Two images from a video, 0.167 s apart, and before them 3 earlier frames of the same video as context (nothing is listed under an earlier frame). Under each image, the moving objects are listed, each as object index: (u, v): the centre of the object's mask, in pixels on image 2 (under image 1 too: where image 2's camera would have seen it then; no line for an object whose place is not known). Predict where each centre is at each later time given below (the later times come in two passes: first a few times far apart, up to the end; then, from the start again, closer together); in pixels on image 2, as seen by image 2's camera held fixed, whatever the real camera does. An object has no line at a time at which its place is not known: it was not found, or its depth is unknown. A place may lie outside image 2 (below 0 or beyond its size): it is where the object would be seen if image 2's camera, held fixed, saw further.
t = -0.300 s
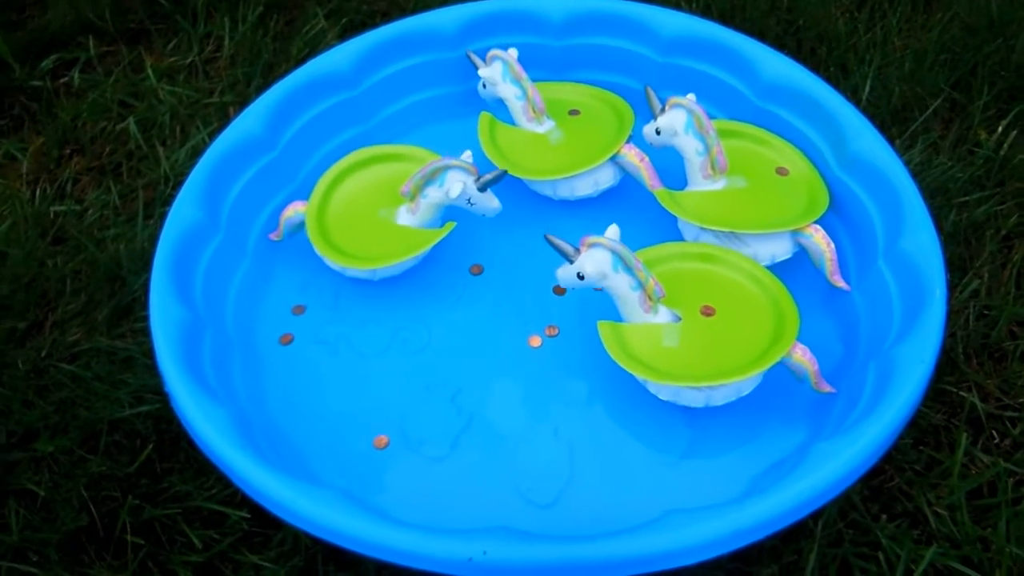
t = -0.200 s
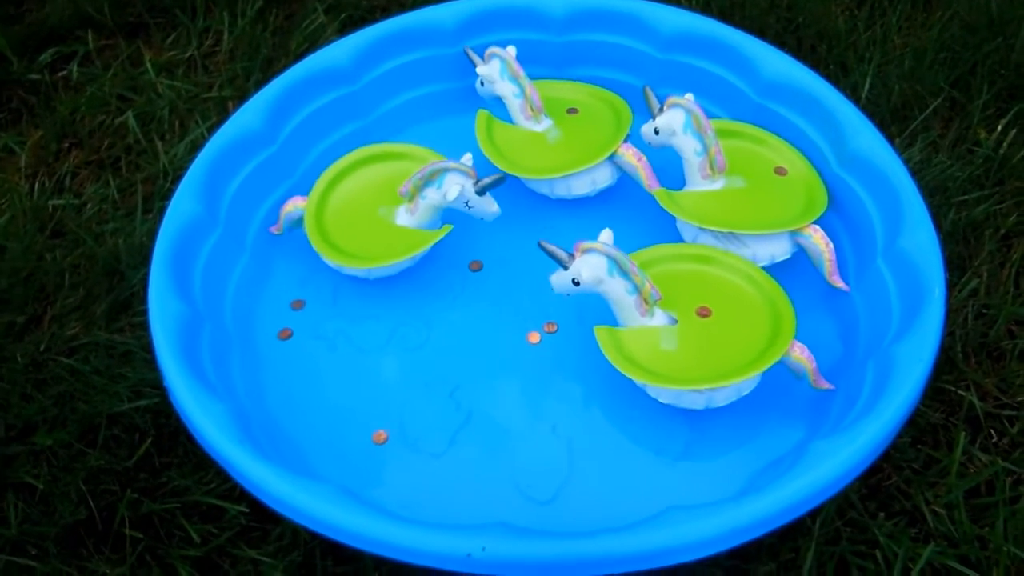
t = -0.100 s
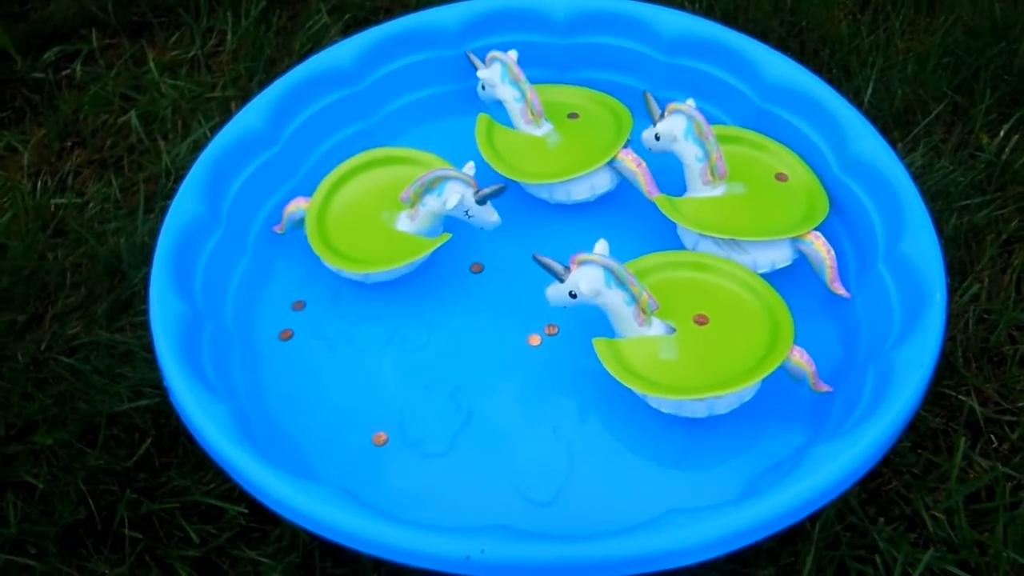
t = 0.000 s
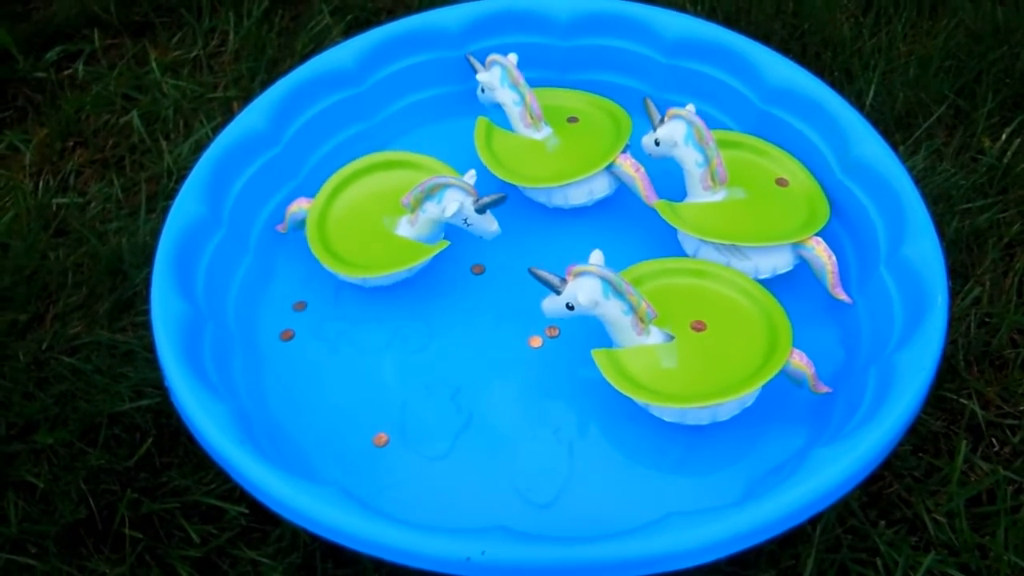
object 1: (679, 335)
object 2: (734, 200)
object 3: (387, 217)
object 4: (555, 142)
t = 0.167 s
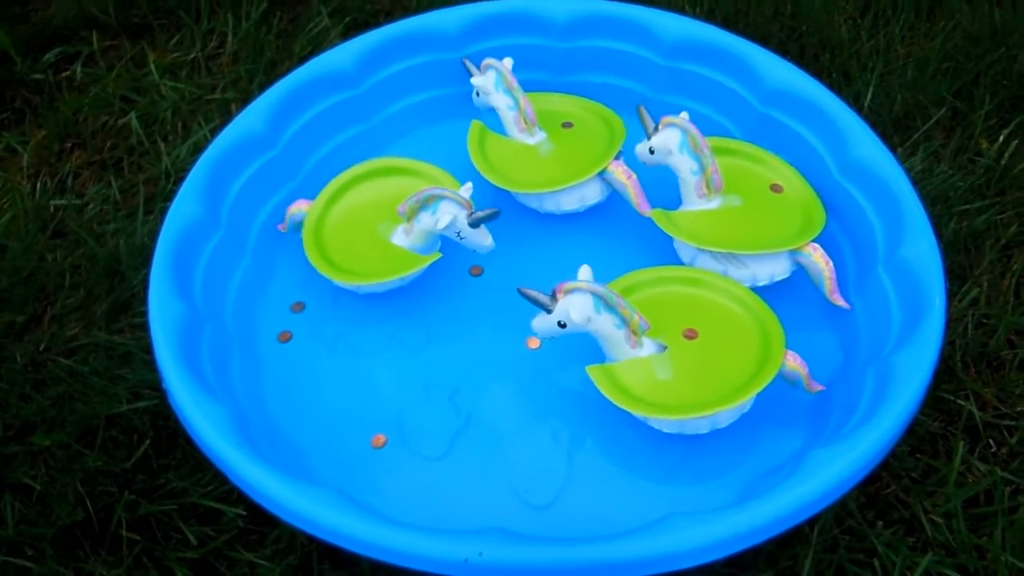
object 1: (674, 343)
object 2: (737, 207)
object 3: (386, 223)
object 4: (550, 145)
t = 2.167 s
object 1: (632, 433)
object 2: (674, 284)
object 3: (366, 280)
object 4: (478, 177)
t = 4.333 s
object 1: (623, 434)
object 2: (659, 280)
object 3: (365, 301)
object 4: (465, 185)
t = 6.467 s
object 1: (654, 423)
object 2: (686, 271)
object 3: (375, 290)
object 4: (490, 178)
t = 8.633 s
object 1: (742, 380)
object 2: (694, 228)
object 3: (372, 275)
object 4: (493, 154)
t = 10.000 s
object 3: (367, 273)
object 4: (480, 139)
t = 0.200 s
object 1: (673, 345)
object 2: (732, 207)
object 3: (387, 224)
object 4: (549, 146)
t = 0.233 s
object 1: (671, 346)
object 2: (730, 208)
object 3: (386, 225)
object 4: (548, 147)
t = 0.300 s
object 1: (669, 350)
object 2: (733, 212)
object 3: (386, 228)
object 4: (545, 148)
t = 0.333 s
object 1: (668, 351)
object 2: (728, 213)
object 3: (385, 229)
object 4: (544, 149)
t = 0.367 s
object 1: (668, 353)
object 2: (732, 215)
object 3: (386, 230)
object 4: (543, 150)
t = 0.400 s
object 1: (666, 355)
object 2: (732, 217)
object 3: (385, 231)
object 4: (542, 151)
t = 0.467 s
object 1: (664, 358)
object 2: (724, 219)
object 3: (384, 234)
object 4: (539, 152)
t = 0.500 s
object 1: (663, 360)
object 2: (729, 221)
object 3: (384, 235)
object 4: (537, 153)
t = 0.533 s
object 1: (661, 362)
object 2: (727, 223)
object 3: (382, 236)
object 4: (535, 154)
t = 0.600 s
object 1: (660, 365)
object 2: (726, 226)
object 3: (382, 238)
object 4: (533, 155)
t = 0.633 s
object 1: (659, 367)
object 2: (725, 227)
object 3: (382, 239)
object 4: (532, 156)
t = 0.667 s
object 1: (658, 369)
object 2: (724, 229)
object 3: (382, 240)
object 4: (530, 156)
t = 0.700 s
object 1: (657, 371)
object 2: (723, 231)
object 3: (381, 242)
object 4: (529, 157)
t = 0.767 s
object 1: (656, 374)
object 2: (722, 234)
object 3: (381, 244)
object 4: (527, 159)
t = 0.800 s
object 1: (655, 376)
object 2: (720, 236)
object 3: (380, 244)
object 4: (524, 159)
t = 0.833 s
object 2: (719, 237)
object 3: (379, 246)
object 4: (522, 161)
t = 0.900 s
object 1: (654, 381)
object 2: (717, 240)
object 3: (379, 248)
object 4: (521, 161)
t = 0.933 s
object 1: (653, 382)
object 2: (716, 243)
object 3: (379, 249)
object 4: (520, 163)
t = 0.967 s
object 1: (653, 384)
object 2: (715, 244)
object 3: (378, 250)
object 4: (518, 163)
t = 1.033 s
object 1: (651, 387)
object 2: (713, 246)
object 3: (378, 252)
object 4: (515, 163)
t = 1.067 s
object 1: (651, 389)
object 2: (712, 248)
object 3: (377, 253)
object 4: (514, 164)
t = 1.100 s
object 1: (650, 391)
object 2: (711, 250)
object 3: (377, 254)
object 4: (513, 165)
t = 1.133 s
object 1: (650, 392)
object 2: (710, 251)
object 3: (377, 255)
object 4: (513, 166)
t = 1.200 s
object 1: (648, 395)
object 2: (708, 254)
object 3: (376, 257)
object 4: (510, 167)
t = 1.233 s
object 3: (375, 258)
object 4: (507, 167)
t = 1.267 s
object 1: (647, 399)
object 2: (704, 257)
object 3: (375, 258)
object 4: (506, 167)
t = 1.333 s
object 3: (374, 261)
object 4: (503, 168)
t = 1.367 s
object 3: (374, 261)
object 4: (502, 168)
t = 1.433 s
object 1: (644, 407)
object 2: (699, 265)
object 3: (374, 264)
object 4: (501, 170)
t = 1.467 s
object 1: (644, 409)
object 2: (699, 266)
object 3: (374, 264)
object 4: (500, 170)
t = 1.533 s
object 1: (642, 413)
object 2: (695, 270)
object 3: (373, 267)
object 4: (497, 172)
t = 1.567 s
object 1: (642, 415)
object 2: (694, 271)
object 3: (373, 267)
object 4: (496, 172)
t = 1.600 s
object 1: (641, 416)
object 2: (693, 273)
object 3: (372, 268)
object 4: (495, 172)
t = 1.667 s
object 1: (639, 420)
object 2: (691, 276)
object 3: (371, 270)
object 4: (492, 173)
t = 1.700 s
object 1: (639, 421)
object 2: (690, 277)
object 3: (371, 271)
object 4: (492, 174)
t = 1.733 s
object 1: (639, 423)
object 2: (689, 278)
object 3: (371, 272)
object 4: (491, 174)
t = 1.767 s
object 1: (638, 424)
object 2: (689, 279)
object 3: (371, 272)
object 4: (491, 174)
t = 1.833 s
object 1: (637, 427)
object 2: (685, 281)
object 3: (369, 274)
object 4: (487, 175)
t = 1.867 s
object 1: (637, 429)
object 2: (684, 281)
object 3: (369, 274)
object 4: (487, 175)
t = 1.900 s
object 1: (636, 430)
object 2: (683, 282)
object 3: (369, 275)
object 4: (486, 176)
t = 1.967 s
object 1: (635, 431)
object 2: (681, 283)
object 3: (368, 276)
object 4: (484, 176)
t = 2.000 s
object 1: (634, 432)
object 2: (679, 284)
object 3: (367, 277)
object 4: (483, 176)
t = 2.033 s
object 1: (633, 432)
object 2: (677, 284)
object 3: (367, 278)
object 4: (481, 177)
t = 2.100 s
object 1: (633, 432)
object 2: (676, 284)
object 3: (366, 279)
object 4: (480, 177)
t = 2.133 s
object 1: (632, 433)
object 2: (675, 284)
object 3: (366, 279)
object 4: (479, 177)
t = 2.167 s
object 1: (632, 433)
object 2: (674, 284)
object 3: (366, 280)
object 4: (478, 177)
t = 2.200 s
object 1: (631, 433)
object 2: (672, 283)
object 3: (365, 280)
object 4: (477, 178)
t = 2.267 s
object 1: (630, 433)
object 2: (671, 283)
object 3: (365, 282)
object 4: (476, 178)
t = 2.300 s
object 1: (630, 433)
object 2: (670, 283)
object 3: (365, 282)
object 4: (476, 178)
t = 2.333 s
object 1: (629, 433)
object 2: (669, 282)
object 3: (365, 283)
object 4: (474, 179)
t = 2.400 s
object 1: (629, 432)
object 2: (667, 281)
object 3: (365, 283)
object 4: (473, 179)
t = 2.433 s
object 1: (628, 433)
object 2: (667, 281)
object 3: (364, 284)
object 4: (472, 179)
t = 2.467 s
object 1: (627, 432)
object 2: (665, 281)
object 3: (364, 284)
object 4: (471, 179)
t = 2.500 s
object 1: (627, 432)
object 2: (665, 281)
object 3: (364, 284)
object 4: (470, 179)
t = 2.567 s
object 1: (627, 432)
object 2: (664, 280)
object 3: (364, 285)
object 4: (470, 179)
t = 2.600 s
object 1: (626, 432)
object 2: (663, 280)
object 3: (363, 285)
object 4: (469, 179)
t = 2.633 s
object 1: (626, 432)
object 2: (662, 279)
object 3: (363, 286)
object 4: (468, 179)
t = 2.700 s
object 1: (625, 432)
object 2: (661, 279)
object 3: (363, 286)
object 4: (468, 180)
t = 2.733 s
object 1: (625, 432)
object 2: (661, 278)
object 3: (363, 287)
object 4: (467, 180)
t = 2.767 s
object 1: (625, 432)
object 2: (660, 278)
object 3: (363, 287)
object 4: (467, 180)
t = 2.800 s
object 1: (625, 432)
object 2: (660, 278)
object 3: (363, 287)
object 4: (467, 180)
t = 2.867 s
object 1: (624, 432)
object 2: (659, 277)
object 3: (363, 288)
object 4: (466, 180)
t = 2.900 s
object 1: (624, 432)
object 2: (658, 277)
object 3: (363, 288)
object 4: (466, 180)
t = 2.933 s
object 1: (624, 432)
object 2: (658, 277)
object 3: (362, 288)
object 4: (465, 180)
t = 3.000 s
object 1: (624, 433)
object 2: (658, 276)
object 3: (363, 289)
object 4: (465, 180)
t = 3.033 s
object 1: (623, 433)
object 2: (658, 276)
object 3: (363, 290)
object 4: (465, 181)
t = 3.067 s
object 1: (623, 432)
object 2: (657, 276)
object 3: (362, 290)
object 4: (464, 181)
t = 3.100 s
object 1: (623, 433)
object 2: (657, 276)
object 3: (362, 290)
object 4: (464, 181)
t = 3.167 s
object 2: (656, 275)
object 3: (362, 291)
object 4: (464, 181)
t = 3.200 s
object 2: (656, 275)
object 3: (363, 292)
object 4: (464, 181)
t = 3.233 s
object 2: (656, 275)
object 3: (362, 292)
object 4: (463, 182)
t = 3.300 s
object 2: (655, 275)
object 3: (362, 292)
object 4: (463, 182)
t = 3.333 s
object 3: (362, 292)
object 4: (463, 182)
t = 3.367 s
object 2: (655, 274)
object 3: (362, 293)
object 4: (463, 182)
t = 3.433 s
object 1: (623, 434)
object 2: (655, 274)
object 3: (363, 293)
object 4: (463, 182)
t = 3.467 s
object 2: (655, 274)
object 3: (363, 294)
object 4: (463, 183)
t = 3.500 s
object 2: (655, 274)
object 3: (363, 295)
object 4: (463, 183)
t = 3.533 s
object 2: (655, 274)
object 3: (363, 295)
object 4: (463, 183)
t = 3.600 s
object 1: (623, 434)
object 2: (655, 275)
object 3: (364, 296)
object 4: (463, 183)
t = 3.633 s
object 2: (655, 274)
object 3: (364, 297)
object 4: (463, 183)
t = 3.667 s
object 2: (655, 275)
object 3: (363, 297)
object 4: (463, 183)
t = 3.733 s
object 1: (622, 434)
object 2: (655, 275)
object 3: (364, 297)
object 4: (463, 183)
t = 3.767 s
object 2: (655, 275)
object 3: (364, 298)
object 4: (463, 183)
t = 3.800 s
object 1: (622, 434)
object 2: (655, 275)
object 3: (364, 298)
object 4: (463, 183)
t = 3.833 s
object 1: (622, 434)
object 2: (656, 275)
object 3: (364, 298)
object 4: (463, 183)
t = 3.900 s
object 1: (623, 434)
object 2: (656, 275)
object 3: (365, 299)
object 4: (463, 183)
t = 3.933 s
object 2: (656, 275)
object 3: (365, 300)
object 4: (463, 183)
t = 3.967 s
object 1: (623, 434)
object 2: (656, 276)
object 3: (365, 300)
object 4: (464, 183)
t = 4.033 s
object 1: (623, 434)
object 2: (657, 276)
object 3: (365, 300)
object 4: (464, 184)
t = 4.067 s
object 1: (623, 434)
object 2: (657, 277)
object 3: (365, 300)
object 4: (464, 184)
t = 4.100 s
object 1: (623, 434)
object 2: (657, 277)
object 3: (365, 300)
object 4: (464, 184)
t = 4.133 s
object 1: (623, 434)
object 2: (658, 277)
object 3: (365, 300)
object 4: (465, 184)
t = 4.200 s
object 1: (623, 434)
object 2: (658, 278)
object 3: (365, 301)
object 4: (465, 184)
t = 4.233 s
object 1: (623, 434)
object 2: (659, 278)
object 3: (365, 301)
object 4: (465, 184)
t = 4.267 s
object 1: (623, 434)
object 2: (659, 279)
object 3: (365, 301)
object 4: (465, 185)
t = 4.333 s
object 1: (623, 434)
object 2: (659, 280)
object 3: (365, 301)
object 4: (465, 185)
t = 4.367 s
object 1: (623, 434)
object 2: (660, 280)
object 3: (366, 301)
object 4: (465, 185)
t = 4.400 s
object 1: (623, 435)
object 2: (661, 280)
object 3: (366, 301)
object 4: (466, 185)
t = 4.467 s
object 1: (623, 435)
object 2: (661, 281)
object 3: (366, 301)
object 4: (466, 185)
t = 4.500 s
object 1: (624, 435)
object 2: (662, 282)
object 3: (366, 301)
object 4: (466, 185)
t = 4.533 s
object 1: (624, 435)
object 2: (662, 282)
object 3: (368, 299)
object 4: (466, 185)
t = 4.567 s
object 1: (623, 435)
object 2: (663, 283)
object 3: (366, 301)
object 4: (466, 185)
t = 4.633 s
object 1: (623, 435)
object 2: (663, 284)
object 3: (365, 301)
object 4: (466, 185)
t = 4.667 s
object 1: (624, 435)
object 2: (664, 284)
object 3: (365, 301)
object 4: (466, 185)
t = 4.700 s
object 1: (624, 435)
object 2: (664, 284)
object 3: (366, 301)
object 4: (467, 185)
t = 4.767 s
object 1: (624, 435)
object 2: (665, 284)
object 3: (365, 301)
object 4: (467, 185)
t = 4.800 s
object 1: (625, 435)
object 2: (666, 284)
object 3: (366, 301)
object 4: (468, 185)
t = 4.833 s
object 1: (625, 435)
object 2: (666, 284)
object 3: (366, 301)
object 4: (468, 185)
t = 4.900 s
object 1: (626, 435)
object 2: (667, 284)
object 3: (366, 301)
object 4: (468, 185)
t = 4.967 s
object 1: (626, 434)
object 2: (668, 284)
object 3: (366, 301)
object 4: (469, 185)
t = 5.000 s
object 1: (627, 434)
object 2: (669, 284)
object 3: (366, 301)
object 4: (469, 185)
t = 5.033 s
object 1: (627, 434)
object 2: (670, 284)
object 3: (369, 299)
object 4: (470, 184)
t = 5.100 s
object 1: (628, 434)
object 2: (670, 284)
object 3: (367, 300)
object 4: (470, 184)
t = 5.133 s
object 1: (628, 434)
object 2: (671, 284)
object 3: (367, 300)
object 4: (471, 184)
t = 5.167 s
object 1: (629, 434)
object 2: (672, 284)
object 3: (367, 300)
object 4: (471, 184)
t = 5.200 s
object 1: (629, 433)
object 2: (672, 284)
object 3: (367, 300)
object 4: (472, 184)
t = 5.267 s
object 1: (629, 433)
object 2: (673, 283)
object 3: (367, 300)
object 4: (472, 184)
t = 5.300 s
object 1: (630, 433)
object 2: (674, 283)
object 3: (369, 298)
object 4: (473, 184)
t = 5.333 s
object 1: (630, 433)
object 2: (675, 283)
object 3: (370, 298)
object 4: (474, 184)
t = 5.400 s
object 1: (631, 433)
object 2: (676, 283)
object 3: (368, 299)
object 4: (474, 183)
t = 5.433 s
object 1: (631, 432)
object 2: (676, 283)
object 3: (369, 299)
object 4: (475, 183)
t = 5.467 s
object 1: (632, 432)
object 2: (677, 282)
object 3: (369, 298)
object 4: (475, 183)
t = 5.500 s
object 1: (632, 432)
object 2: (677, 282)
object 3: (369, 298)
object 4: (476, 183)
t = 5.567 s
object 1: (633, 432)
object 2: (678, 282)
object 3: (370, 298)
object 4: (476, 183)
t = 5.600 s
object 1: (633, 432)
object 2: (679, 281)
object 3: (370, 297)
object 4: (477, 182)
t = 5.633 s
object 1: (634, 431)
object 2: (679, 281)
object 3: (370, 297)
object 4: (478, 182)
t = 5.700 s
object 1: (635, 431)
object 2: (680, 281)
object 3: (370, 297)
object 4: (479, 182)
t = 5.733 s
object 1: (635, 431)
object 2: (680, 281)
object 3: (370, 296)
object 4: (479, 182)
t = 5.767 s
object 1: (635, 431)
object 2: (680, 280)
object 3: (370, 296)
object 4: (479, 182)
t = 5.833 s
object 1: (636, 430)
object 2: (681, 279)
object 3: (371, 295)
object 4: (481, 182)
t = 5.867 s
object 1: (637, 430)
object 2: (682, 279)
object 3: (371, 295)
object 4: (481, 182)
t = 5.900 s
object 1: (638, 430)
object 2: (682, 279)
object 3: (372, 295)
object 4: (483, 182)
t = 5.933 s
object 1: (638, 429)
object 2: (682, 278)
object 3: (371, 295)
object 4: (483, 181)
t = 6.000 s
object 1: (639, 429)
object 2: (683, 278)
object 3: (372, 294)
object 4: (484, 181)
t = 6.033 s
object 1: (639, 429)
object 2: (682, 277)
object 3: (372, 294)
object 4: (483, 181)
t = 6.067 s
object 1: (640, 429)
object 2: (683, 277)
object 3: (372, 293)
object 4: (484, 181)
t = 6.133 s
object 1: (641, 428)
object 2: (683, 276)
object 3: (372, 293)
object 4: (485, 181)
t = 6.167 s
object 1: (642, 428)
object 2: (683, 276)
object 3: (372, 292)
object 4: (486, 180)
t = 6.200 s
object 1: (644, 428)
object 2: (684, 275)
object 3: (373, 292)
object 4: (486, 180)
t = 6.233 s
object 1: (645, 428)
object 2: (685, 274)
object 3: (374, 292)
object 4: (487, 179)
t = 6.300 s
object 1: (646, 427)
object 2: (685, 274)
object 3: (374, 291)
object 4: (488, 179)
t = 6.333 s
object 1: (647, 426)
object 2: (686, 273)
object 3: (374, 291)
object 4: (489, 179)
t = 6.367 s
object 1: (648, 425)
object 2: (685, 273)
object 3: (374, 291)
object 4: (489, 179)
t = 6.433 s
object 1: (652, 424)
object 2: (686, 272)
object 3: (375, 290)
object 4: (490, 178)
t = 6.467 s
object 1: (654, 423)
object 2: (686, 271)
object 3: (375, 290)
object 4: (490, 178)
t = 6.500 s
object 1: (656, 422)
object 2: (686, 271)
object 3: (375, 289)
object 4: (490, 178)
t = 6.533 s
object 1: (659, 422)
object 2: (687, 270)
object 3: (375, 289)
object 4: (490, 177)
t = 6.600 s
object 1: (663, 420)
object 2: (687, 270)
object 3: (375, 289)
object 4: (491, 177)
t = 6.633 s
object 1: (666, 420)
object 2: (688, 269)
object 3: (375, 289)
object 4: (491, 177)
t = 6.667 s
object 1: (668, 420)
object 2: (688, 268)
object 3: (375, 288)
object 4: (491, 176)
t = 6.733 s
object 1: (672, 419)
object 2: (689, 267)
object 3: (375, 287)
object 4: (492, 176)
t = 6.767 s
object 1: (674, 418)
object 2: (689, 267)
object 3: (375, 287)
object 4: (492, 176)
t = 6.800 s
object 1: (676, 419)
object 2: (690, 266)
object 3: (375, 287)
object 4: (492, 175)
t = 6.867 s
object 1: (680, 418)
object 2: (690, 265)
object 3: (375, 287)
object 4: (492, 175)
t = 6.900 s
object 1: (682, 417)
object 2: (690, 265)
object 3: (375, 286)
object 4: (492, 175)
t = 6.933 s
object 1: (683, 417)
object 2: (689, 264)
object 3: (374, 286)
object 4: (491, 175)
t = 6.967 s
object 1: (686, 417)
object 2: (691, 263)
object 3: (375, 286)
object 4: (493, 174)
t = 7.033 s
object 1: (690, 416)
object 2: (689, 262)
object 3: (374, 285)
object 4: (491, 174)
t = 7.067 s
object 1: (693, 416)
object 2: (690, 261)
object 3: (375, 285)
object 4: (492, 173)
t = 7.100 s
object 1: (694, 415)
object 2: (690, 260)
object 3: (375, 285)
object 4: (492, 173)
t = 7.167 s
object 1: (698, 414)
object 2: (690, 258)
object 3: (376, 284)
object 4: (493, 172)
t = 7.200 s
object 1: (699, 413)
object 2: (690, 258)
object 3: (376, 284)
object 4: (494, 172)
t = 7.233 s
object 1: (700, 412)
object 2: (689, 257)
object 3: (375, 284)
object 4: (492, 171)
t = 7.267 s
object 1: (702, 412)
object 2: (690, 256)
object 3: (376, 283)
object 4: (494, 171)
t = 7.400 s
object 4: (494, 169)
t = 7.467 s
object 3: (376, 282)
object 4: (494, 168)
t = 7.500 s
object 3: (376, 282)
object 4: (495, 168)
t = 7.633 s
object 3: (377, 281)
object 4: (496, 166)
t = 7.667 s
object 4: (496, 166)
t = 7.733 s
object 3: (374, 282)
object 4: (496, 166)
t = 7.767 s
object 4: (496, 165)
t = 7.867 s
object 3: (376, 281)
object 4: (496, 164)
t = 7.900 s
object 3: (375, 281)
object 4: (496, 164)
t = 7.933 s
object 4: (496, 163)
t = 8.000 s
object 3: (376, 280)
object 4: (496, 162)
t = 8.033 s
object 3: (376, 280)
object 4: (496, 162)
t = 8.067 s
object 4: (496, 162)
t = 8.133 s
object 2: (691, 237)
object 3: (375, 280)
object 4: (496, 161)
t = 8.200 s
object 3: (375, 279)
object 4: (495, 160)
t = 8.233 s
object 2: (691, 235)
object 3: (375, 279)
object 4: (495, 160)
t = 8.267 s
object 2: (692, 235)
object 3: (374, 279)
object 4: (495, 159)
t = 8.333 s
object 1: (729, 386)
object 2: (692, 233)
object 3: (374, 278)
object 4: (494, 158)
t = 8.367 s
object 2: (693, 233)
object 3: (374, 278)
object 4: (495, 158)
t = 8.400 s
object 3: (374, 278)
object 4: (495, 158)
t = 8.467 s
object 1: (734, 383)
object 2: (693, 231)
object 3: (374, 277)
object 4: (494, 157)
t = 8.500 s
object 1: (735, 383)
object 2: (693, 230)
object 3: (373, 277)
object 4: (493, 156)
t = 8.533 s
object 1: (737, 382)
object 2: (694, 230)
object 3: (373, 276)
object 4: (494, 156)
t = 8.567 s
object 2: (694, 229)
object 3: (372, 277)
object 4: (493, 155)
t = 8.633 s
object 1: (742, 380)
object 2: (694, 228)
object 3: (372, 275)
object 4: (493, 154)
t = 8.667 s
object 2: (694, 227)
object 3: (372, 275)
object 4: (493, 154)
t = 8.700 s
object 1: (744, 379)
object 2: (694, 226)
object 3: (372, 275)
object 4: (492, 153)
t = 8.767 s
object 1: (747, 377)
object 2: (694, 225)
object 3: (371, 274)
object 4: (491, 152)
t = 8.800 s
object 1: (749, 376)
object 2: (694, 224)
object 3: (371, 274)
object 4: (491, 152)
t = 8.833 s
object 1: (750, 375)
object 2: (693, 224)
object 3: (371, 274)
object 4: (491, 152)
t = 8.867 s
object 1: (751, 373)
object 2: (693, 222)
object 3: (370, 274)
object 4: (491, 151)
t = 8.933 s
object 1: (754, 371)
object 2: (693, 221)
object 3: (369, 274)
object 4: (490, 150)
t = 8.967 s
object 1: (756, 370)
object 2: (693, 221)
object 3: (371, 272)
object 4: (490, 150)
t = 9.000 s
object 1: (757, 368)
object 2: (693, 220)
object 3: (370, 272)
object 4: (489, 149)
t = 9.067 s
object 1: (760, 366)
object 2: (693, 218)
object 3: (370, 272)
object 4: (489, 149)
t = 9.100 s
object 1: (761, 364)
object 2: (692, 218)
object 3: (369, 272)
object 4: (488, 148)
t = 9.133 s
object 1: (763, 363)
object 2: (692, 217)
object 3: (369, 272)
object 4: (488, 148)
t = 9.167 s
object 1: (764, 361)
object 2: (692, 216)
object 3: (369, 272)
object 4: (488, 148)
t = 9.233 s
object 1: (767, 358)
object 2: (692, 215)
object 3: (368, 272)
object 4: (487, 147)
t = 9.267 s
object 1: (768, 357)
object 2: (692, 214)
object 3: (368, 272)
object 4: (487, 146)
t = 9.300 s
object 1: (770, 355)
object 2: (691, 213)
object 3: (368, 272)
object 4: (487, 146)
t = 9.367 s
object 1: (772, 352)
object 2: (691, 212)
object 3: (367, 272)
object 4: (486, 146)
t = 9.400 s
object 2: (690, 211)
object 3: (367, 272)
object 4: (486, 145)
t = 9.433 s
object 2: (690, 211)
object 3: (367, 272)
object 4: (485, 145)
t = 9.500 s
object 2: (690, 209)
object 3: (365, 275)
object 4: (485, 144)
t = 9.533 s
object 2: (689, 208)
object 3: (368, 272)
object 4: (484, 144)
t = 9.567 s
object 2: (689, 207)
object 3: (367, 272)
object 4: (484, 143)
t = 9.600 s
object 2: (689, 206)
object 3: (368, 272)
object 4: (484, 143)
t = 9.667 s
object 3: (368, 272)
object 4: (483, 142)
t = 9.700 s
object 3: (368, 272)
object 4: (483, 142)
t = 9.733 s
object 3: (368, 273)
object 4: (483, 142)
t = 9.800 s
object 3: (368, 273)
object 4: (482, 141)
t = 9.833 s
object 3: (368, 273)
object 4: (482, 140)
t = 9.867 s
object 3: (368, 273)
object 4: (481, 140)
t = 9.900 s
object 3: (368, 273)
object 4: (481, 140)
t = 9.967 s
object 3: (368, 273)
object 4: (480, 139)
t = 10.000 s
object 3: (367, 273)
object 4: (480, 139)
